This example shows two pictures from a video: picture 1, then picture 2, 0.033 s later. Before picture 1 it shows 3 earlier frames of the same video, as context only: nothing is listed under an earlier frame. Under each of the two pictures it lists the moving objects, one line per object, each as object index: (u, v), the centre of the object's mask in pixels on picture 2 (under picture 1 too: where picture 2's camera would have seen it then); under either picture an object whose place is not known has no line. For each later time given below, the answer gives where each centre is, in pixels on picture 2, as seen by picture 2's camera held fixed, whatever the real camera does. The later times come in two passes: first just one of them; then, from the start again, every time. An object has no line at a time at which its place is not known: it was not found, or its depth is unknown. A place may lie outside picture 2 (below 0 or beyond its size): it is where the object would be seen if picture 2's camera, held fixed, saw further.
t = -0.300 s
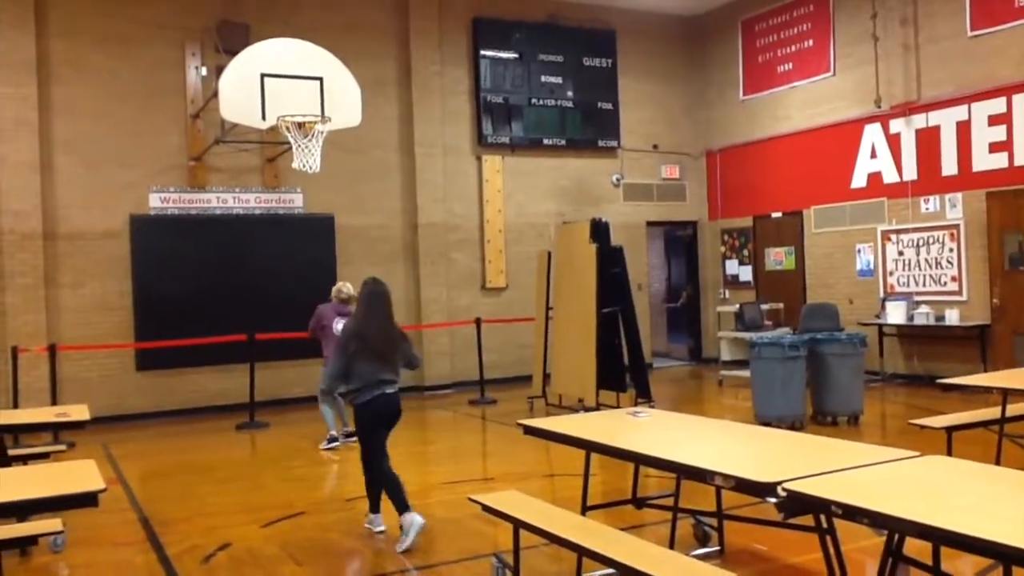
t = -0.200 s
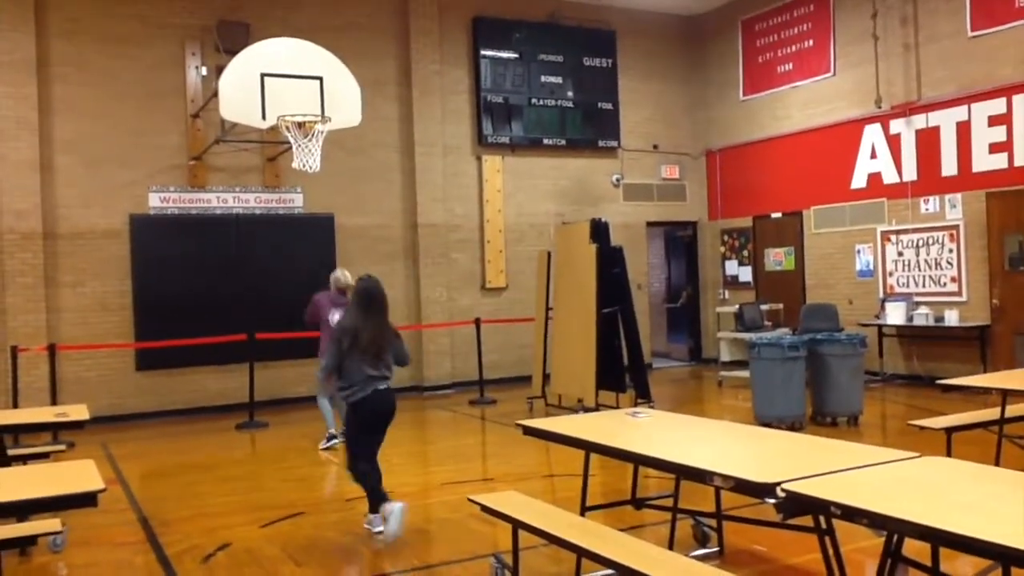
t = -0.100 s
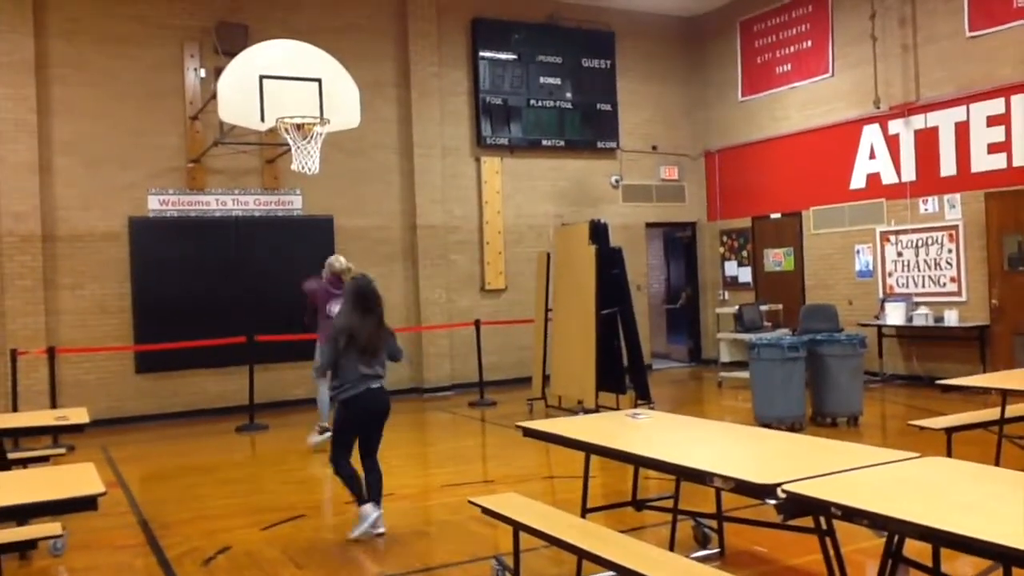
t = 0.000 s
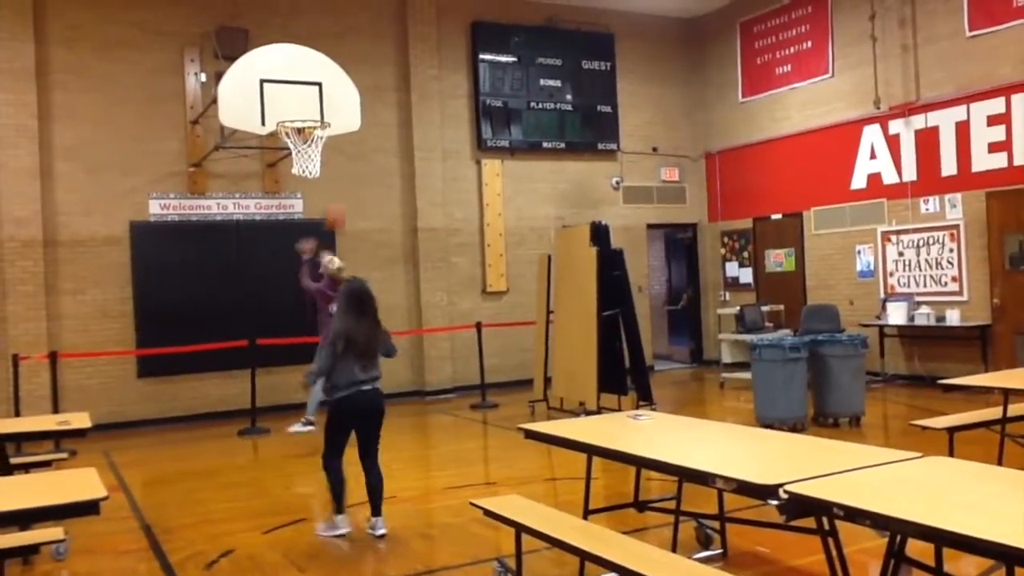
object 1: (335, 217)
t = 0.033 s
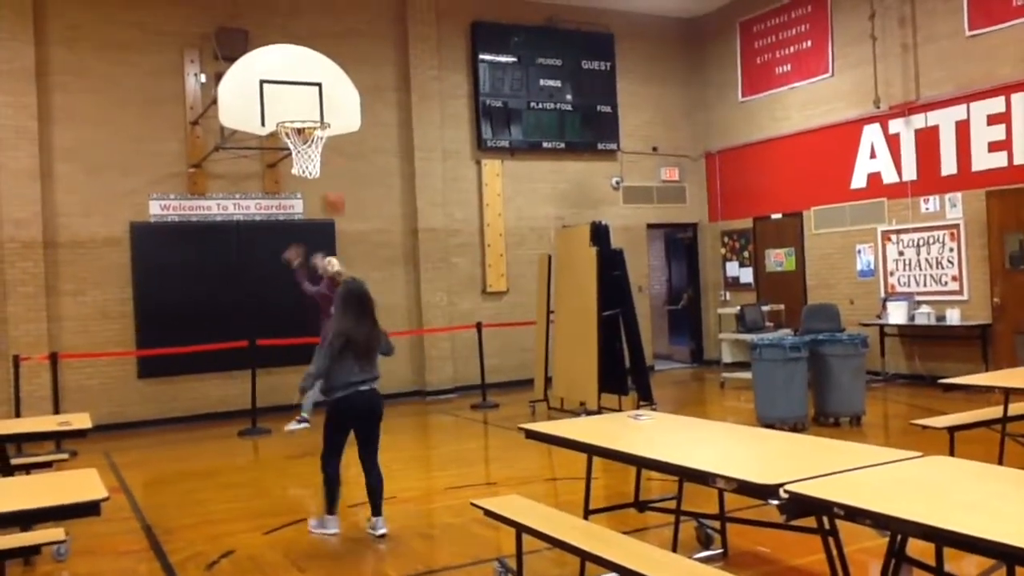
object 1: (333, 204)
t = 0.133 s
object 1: (330, 152)
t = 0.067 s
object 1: (331, 187)
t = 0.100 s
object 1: (329, 170)
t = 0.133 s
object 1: (330, 152)
